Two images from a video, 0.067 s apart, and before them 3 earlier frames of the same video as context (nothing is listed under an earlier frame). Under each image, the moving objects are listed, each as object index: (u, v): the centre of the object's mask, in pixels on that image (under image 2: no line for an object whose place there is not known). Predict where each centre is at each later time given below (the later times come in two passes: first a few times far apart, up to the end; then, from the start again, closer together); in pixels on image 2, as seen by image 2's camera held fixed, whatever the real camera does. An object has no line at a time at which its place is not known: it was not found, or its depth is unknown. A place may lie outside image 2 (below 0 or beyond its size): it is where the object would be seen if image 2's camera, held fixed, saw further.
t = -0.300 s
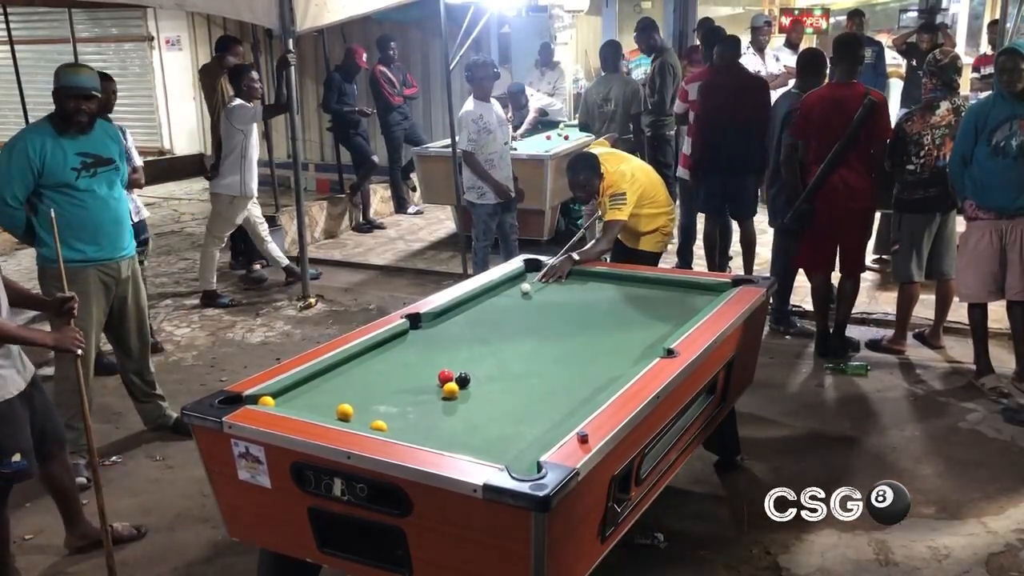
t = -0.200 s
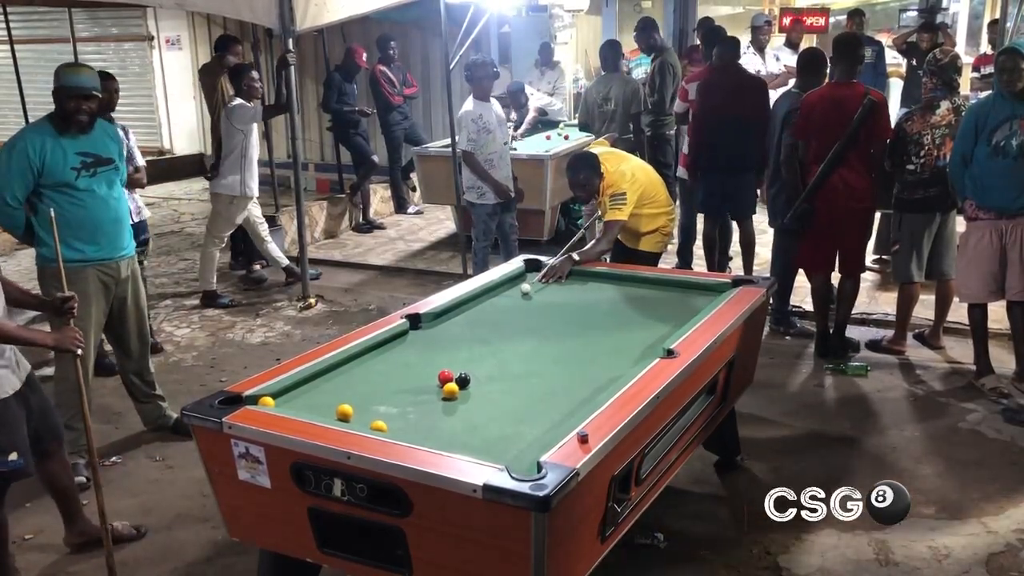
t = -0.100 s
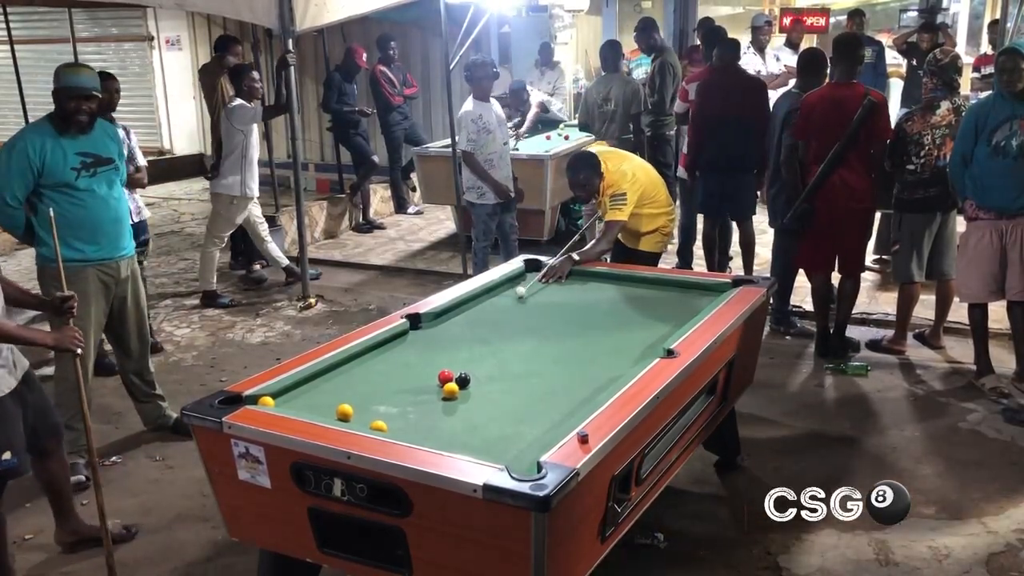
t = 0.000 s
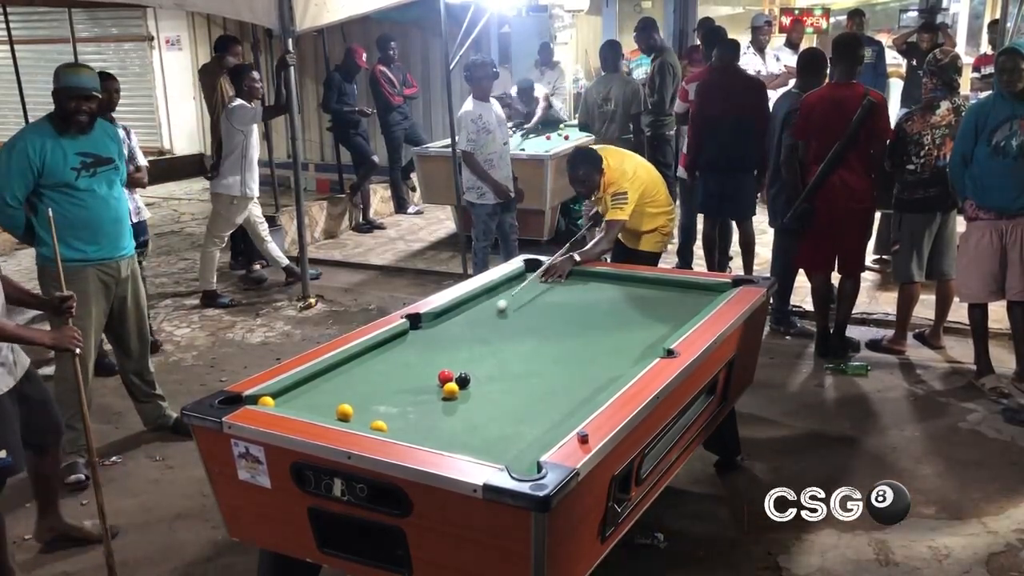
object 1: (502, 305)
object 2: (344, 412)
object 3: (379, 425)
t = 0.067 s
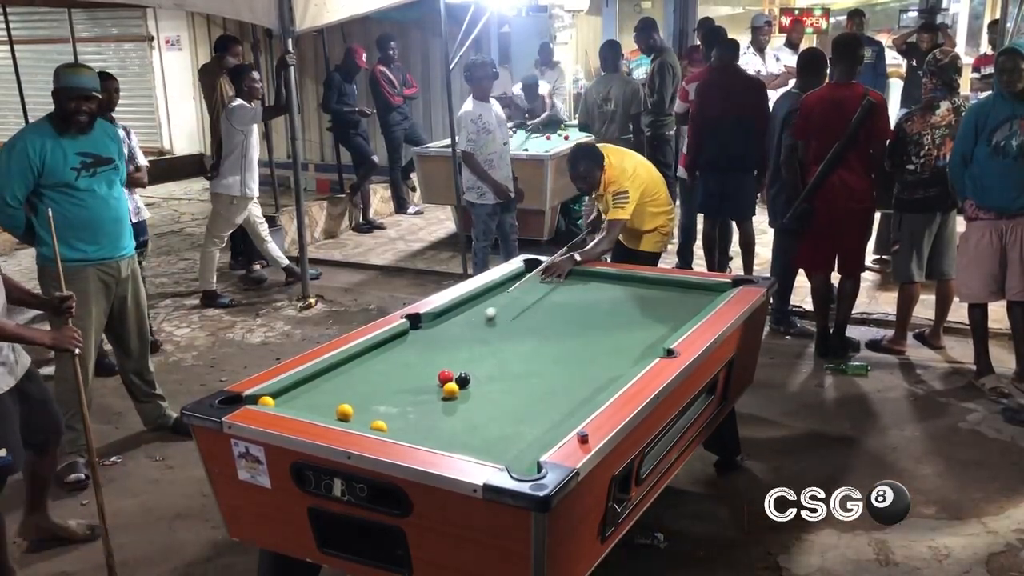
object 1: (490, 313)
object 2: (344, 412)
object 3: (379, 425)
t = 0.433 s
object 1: (425, 359)
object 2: (344, 412)
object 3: (378, 425)
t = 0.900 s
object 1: (366, 418)
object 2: (339, 410)
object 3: (379, 426)
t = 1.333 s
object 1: (376, 422)
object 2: (378, 380)
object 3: (403, 429)
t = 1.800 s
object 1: (392, 417)
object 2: (412, 355)
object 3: (431, 431)
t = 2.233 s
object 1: (403, 413)
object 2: (437, 336)
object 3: (451, 432)
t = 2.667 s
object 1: (411, 412)
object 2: (458, 321)
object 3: (467, 432)
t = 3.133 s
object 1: (414, 412)
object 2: (476, 307)
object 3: (478, 433)
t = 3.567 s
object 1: (415, 411)
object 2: (490, 296)
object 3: (484, 433)
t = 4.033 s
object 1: (415, 411)
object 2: (502, 287)
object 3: (485, 433)
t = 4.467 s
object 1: (415, 411)
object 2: (513, 280)
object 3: (485, 433)
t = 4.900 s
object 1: (415, 411)
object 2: (525, 276)
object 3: (485, 433)
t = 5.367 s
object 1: (415, 411)
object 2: (534, 272)
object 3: (485, 433)
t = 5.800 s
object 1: (415, 411)
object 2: (540, 269)
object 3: (485, 432)
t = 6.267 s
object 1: (415, 411)
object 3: (485, 432)
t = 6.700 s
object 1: (415, 411)
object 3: (485, 433)
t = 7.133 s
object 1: (415, 411)
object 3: (485, 433)
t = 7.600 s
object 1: (415, 411)
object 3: (485, 433)
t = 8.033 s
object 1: (415, 411)
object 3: (485, 433)
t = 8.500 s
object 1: (415, 411)
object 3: (485, 433)
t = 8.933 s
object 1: (415, 411)
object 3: (485, 433)
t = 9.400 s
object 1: (415, 411)
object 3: (485, 433)
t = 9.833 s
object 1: (415, 411)
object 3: (485, 433)
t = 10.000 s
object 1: (415, 411)
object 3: (485, 433)
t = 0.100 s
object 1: (485, 317)
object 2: (344, 412)
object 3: (379, 425)
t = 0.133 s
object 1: (479, 321)
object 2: (344, 412)
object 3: (379, 425)
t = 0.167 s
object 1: (474, 325)
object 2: (344, 412)
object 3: (379, 425)
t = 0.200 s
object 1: (468, 329)
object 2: (344, 412)
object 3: (379, 425)
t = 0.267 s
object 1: (457, 337)
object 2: (344, 412)
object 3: (379, 425)
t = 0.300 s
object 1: (451, 341)
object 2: (344, 412)
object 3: (378, 425)
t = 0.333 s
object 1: (445, 346)
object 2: (344, 412)
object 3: (379, 425)
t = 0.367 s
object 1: (439, 350)
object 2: (344, 412)
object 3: (379, 425)
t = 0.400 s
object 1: (432, 355)
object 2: (344, 412)
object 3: (379, 425)
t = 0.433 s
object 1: (425, 359)
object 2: (344, 412)
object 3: (378, 425)
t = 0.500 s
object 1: (412, 369)
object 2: (344, 412)
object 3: (379, 425)
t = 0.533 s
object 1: (405, 374)
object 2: (344, 412)
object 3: (379, 425)
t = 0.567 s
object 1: (397, 379)
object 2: (344, 412)
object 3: (379, 425)
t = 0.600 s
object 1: (389, 385)
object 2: (344, 412)
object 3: (379, 425)
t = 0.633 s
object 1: (382, 391)
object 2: (344, 412)
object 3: (379, 425)
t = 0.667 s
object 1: (373, 396)
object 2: (344, 412)
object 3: (379, 425)
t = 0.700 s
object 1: (366, 402)
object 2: (344, 412)
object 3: (379, 425)
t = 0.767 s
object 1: (361, 409)
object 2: (334, 413)
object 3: (379, 425)
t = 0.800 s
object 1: (363, 412)
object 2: (330, 414)
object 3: (379, 425)
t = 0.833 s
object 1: (365, 413)
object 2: (333, 413)
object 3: (379, 425)
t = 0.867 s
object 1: (366, 416)
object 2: (336, 412)
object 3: (379, 425)
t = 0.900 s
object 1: (366, 418)
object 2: (339, 410)
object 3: (379, 426)
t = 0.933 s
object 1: (367, 419)
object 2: (343, 407)
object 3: (379, 426)
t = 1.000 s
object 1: (367, 422)
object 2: (350, 402)
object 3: (380, 426)
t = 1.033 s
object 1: (366, 423)
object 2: (353, 400)
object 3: (383, 426)
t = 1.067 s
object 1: (365, 424)
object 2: (356, 398)
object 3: (386, 427)
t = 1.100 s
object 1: (366, 423)
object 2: (359, 395)
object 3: (388, 427)
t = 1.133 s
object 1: (368, 423)
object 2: (362, 393)
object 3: (390, 427)
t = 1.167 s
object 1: (369, 423)
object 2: (365, 391)
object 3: (392, 427)
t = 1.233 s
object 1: (372, 423)
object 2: (370, 386)
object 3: (396, 428)
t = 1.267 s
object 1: (373, 423)
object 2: (373, 384)
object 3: (399, 428)
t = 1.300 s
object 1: (374, 423)
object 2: (376, 382)
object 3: (401, 429)
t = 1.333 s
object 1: (376, 422)
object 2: (378, 380)
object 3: (403, 429)
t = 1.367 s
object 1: (377, 422)
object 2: (381, 378)
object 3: (405, 429)
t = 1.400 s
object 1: (379, 422)
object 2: (383, 376)
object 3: (407, 429)
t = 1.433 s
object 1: (380, 422)
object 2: (386, 374)
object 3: (409, 430)
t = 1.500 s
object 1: (382, 422)
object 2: (391, 371)
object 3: (413, 430)
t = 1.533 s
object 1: (383, 421)
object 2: (393, 369)
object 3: (415, 430)
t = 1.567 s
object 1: (384, 420)
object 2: (396, 367)
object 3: (417, 430)
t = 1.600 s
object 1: (386, 419)
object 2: (398, 365)
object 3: (420, 431)
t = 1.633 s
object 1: (387, 419)
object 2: (400, 364)
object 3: (421, 431)
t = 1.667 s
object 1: (388, 419)
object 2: (403, 362)
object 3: (423, 431)
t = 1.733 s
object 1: (390, 418)
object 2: (407, 358)
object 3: (427, 431)
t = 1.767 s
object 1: (391, 417)
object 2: (409, 357)
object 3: (429, 431)
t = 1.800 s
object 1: (392, 417)
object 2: (412, 355)
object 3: (431, 431)
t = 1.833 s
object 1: (393, 417)
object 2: (414, 354)
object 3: (432, 432)
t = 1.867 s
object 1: (394, 417)
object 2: (416, 352)
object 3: (434, 432)
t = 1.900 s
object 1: (395, 416)
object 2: (418, 351)
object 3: (435, 432)
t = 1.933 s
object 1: (396, 416)
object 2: (420, 349)
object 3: (437, 432)
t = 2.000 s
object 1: (398, 415)
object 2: (424, 346)
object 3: (440, 432)
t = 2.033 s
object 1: (399, 415)
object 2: (426, 344)
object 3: (442, 433)
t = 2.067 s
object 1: (400, 414)
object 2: (428, 343)
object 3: (443, 432)
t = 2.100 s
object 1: (400, 414)
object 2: (430, 342)
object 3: (445, 432)
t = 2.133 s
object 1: (401, 414)
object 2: (431, 340)
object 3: (446, 432)
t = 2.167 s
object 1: (402, 414)
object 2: (433, 339)
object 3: (448, 432)
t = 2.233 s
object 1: (403, 413)
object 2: (437, 336)
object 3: (451, 432)
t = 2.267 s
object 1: (404, 413)
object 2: (439, 335)
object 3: (452, 432)
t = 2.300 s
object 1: (404, 413)
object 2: (440, 333)
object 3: (453, 432)
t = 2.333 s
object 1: (405, 413)
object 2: (442, 333)
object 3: (455, 432)
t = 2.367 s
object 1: (406, 413)
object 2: (444, 331)
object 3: (456, 432)
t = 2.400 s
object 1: (406, 413)
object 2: (445, 330)
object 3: (458, 432)
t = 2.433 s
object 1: (407, 413)
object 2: (447, 329)
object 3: (459, 432)
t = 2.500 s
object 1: (408, 412)
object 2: (450, 327)
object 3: (461, 432)
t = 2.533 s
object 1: (409, 412)
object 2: (452, 325)
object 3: (462, 432)
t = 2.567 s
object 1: (409, 412)
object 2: (453, 324)
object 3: (463, 432)
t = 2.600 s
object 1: (410, 412)
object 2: (455, 323)
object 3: (464, 432)
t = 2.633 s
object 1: (410, 412)
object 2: (456, 322)
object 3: (466, 432)
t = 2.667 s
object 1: (411, 412)
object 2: (458, 321)
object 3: (467, 432)
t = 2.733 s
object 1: (412, 411)
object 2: (461, 318)
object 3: (469, 432)
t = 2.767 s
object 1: (412, 412)
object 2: (462, 317)
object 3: (470, 432)
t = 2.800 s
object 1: (412, 412)
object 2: (463, 316)
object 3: (471, 432)
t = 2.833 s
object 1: (413, 412)
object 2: (465, 315)
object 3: (471, 432)
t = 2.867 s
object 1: (413, 411)
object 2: (466, 314)
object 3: (472, 432)
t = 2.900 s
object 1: (413, 412)
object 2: (467, 313)
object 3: (473, 432)
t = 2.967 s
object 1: (414, 411)
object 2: (470, 312)
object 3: (475, 432)
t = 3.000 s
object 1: (414, 412)
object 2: (471, 311)
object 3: (475, 432)
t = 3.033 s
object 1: (414, 412)
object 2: (473, 310)
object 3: (476, 432)
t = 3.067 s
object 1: (414, 412)
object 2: (474, 309)
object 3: (477, 433)
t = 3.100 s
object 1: (414, 412)
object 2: (475, 308)
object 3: (477, 433)
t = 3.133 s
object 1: (414, 412)
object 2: (476, 307)
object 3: (478, 433)
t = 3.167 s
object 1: (414, 411)
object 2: (477, 306)
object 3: (479, 433)
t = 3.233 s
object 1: (414, 412)
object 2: (479, 304)
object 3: (480, 433)
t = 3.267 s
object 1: (414, 412)
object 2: (480, 304)
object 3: (480, 433)
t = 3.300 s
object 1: (414, 412)
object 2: (481, 303)
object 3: (481, 433)
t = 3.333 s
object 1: (414, 411)
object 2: (483, 302)
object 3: (481, 433)
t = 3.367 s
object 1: (414, 411)
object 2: (484, 301)
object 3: (482, 433)
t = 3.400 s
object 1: (414, 411)
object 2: (484, 300)
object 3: (482, 433)
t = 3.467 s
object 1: (414, 411)
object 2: (487, 298)
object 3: (483, 433)
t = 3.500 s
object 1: (415, 411)
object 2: (488, 298)
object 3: (483, 433)
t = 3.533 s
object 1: (415, 411)
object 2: (489, 297)
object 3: (484, 433)
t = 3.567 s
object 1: (415, 411)
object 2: (490, 296)
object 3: (484, 433)
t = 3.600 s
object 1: (415, 411)
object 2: (491, 296)
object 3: (484, 433)
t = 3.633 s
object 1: (415, 411)
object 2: (492, 295)
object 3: (484, 433)
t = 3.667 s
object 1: (415, 411)
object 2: (493, 294)
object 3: (485, 433)
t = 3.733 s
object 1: (415, 411)
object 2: (494, 293)
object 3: (485, 433)
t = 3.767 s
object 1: (415, 411)
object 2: (495, 292)
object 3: (485, 433)
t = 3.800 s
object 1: (415, 411)
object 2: (496, 292)
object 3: (485, 433)
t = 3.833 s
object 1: (415, 411)
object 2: (497, 291)
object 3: (485, 433)
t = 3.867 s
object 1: (415, 411)
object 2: (498, 290)
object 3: (485, 433)
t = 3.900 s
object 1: (415, 411)
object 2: (498, 289)
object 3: (485, 433)
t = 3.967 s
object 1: (415, 411)
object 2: (500, 288)
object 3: (485, 433)
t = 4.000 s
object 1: (415, 411)
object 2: (501, 287)
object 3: (485, 433)
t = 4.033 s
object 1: (415, 411)
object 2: (502, 287)
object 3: (485, 433)
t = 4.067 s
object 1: (415, 411)
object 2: (503, 287)
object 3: (485, 433)
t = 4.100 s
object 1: (415, 411)
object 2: (503, 286)
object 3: (485, 433)
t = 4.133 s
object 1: (415, 411)
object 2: (504, 285)
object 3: (485, 433)
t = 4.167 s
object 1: (415, 411)
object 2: (505, 285)
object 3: (485, 433)
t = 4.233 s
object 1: (415, 411)
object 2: (506, 284)
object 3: (485, 433)
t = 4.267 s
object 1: (415, 411)
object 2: (507, 283)
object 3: (485, 433)
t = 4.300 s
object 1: (415, 411)
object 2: (508, 282)
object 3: (485, 433)
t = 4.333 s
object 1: (415, 411)
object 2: (509, 282)
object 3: (485, 433)
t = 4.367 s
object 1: (415, 411)
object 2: (510, 282)
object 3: (485, 433)
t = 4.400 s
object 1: (415, 411)
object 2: (511, 281)
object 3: (485, 433)
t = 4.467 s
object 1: (415, 411)
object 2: (513, 280)
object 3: (485, 433)
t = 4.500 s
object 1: (415, 411)
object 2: (514, 280)
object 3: (485, 433)
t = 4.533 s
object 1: (415, 411)
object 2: (515, 279)
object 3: (485, 433)
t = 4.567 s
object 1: (415, 411)
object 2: (516, 279)
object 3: (485, 433)
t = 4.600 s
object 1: (415, 411)
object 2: (517, 279)
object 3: (485, 433)
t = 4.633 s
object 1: (415, 411)
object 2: (518, 278)
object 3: (485, 433)
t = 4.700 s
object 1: (415, 411)
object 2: (519, 278)
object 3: (485, 433)
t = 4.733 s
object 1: (415, 411)
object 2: (521, 277)
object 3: (485, 433)
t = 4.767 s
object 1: (415, 411)
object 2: (521, 277)
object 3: (485, 433)
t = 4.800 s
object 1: (415, 411)
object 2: (522, 277)
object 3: (485, 433)
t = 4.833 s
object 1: (415, 411)
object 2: (523, 277)
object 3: (485, 433)
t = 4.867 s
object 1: (415, 411)
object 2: (524, 276)
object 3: (485, 433)
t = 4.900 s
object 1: (415, 411)
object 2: (525, 276)
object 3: (485, 433)
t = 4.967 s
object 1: (415, 411)
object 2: (526, 275)
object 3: (485, 433)
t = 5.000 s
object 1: (415, 411)
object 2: (527, 275)
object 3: (485, 433)
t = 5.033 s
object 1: (415, 411)
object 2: (527, 275)
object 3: (485, 433)
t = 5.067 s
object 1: (415, 411)
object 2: (528, 274)
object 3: (485, 433)
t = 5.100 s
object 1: (415, 411)
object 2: (529, 274)
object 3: (485, 433)
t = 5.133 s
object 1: (415, 411)
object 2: (529, 274)
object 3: (485, 433)
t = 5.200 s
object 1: (414, 411)
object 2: (531, 273)
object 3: (485, 433)
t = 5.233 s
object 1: (415, 411)
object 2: (531, 273)
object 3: (485, 433)
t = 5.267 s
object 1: (414, 411)
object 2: (532, 273)
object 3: (485, 433)
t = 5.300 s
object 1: (415, 411)
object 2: (532, 272)
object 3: (485, 433)
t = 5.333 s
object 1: (415, 411)
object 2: (533, 272)
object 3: (485, 433)
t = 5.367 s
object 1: (415, 411)
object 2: (534, 272)
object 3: (485, 433)
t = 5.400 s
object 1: (415, 411)
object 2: (534, 271)
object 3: (485, 433)
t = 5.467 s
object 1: (414, 411)
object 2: (535, 271)
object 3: (485, 433)
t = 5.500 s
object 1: (415, 411)
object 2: (536, 271)
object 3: (485, 433)
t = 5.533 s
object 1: (415, 411)
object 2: (536, 270)
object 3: (485, 433)
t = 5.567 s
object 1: (415, 411)
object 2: (537, 270)
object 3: (485, 433)
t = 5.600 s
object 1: (415, 411)
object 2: (537, 270)
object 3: (485, 433)
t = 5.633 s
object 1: (415, 411)
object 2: (538, 270)
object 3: (485, 433)
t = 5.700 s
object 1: (415, 411)
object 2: (539, 269)
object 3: (485, 433)
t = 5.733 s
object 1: (415, 411)
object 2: (539, 269)
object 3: (485, 433)
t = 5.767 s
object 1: (415, 411)
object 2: (539, 269)
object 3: (485, 433)
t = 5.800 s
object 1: (415, 411)
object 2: (540, 269)
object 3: (485, 432)
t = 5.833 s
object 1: (415, 411)
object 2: (540, 269)
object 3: (485, 433)
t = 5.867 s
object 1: (415, 411)
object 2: (541, 268)
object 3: (485, 433)
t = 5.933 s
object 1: (415, 411)
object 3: (485, 433)
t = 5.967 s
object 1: (415, 411)
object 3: (485, 433)
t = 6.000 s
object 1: (415, 411)
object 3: (485, 433)
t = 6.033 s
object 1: (415, 411)
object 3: (485, 433)
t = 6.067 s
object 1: (415, 411)
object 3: (485, 433)
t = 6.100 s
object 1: (415, 411)
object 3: (485, 433)
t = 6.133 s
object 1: (415, 411)
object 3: (485, 433)
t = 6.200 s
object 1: (415, 411)
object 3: (485, 432)
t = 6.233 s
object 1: (415, 411)
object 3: (485, 432)
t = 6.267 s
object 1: (415, 411)
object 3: (485, 432)
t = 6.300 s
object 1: (415, 411)
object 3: (485, 433)
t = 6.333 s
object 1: (415, 411)
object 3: (485, 433)
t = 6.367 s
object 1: (415, 411)
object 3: (485, 433)
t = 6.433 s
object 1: (415, 411)
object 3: (485, 432)
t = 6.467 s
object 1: (415, 411)
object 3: (485, 433)
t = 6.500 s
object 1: (415, 411)
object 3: (485, 433)
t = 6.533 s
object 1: (415, 411)
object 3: (485, 432)
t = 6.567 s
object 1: (415, 411)
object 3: (485, 433)
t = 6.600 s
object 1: (415, 411)
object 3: (485, 432)
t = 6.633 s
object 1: (415, 411)
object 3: (485, 433)
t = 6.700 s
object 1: (415, 411)
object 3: (485, 433)
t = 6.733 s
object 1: (415, 411)
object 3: (485, 433)
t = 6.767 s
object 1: (415, 411)
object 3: (485, 433)
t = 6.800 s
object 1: (415, 411)
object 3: (485, 433)
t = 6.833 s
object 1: (415, 411)
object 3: (485, 433)
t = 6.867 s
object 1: (415, 411)
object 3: (485, 433)
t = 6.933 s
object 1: (415, 411)
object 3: (485, 433)
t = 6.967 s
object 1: (415, 411)
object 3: (485, 433)
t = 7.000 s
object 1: (415, 411)
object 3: (485, 433)
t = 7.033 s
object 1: (415, 411)
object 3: (485, 433)
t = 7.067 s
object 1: (415, 411)
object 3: (485, 433)
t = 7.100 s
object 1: (415, 411)
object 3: (485, 433)
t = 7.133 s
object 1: (415, 411)
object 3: (485, 433)
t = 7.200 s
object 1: (415, 411)
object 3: (485, 433)
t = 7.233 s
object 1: (415, 411)
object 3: (485, 433)
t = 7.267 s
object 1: (415, 411)
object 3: (485, 433)
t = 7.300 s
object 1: (415, 411)
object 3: (485, 433)
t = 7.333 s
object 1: (415, 411)
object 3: (485, 433)
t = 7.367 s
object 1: (415, 411)
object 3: (485, 433)
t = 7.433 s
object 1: (415, 411)
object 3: (485, 433)
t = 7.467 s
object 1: (415, 411)
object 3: (485, 433)
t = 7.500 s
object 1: (415, 411)
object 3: (485, 433)
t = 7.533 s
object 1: (415, 411)
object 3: (485, 433)
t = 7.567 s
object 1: (415, 411)
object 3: (485, 433)
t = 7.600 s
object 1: (415, 411)
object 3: (485, 433)
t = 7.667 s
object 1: (415, 411)
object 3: (485, 433)
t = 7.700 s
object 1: (415, 411)
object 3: (485, 433)
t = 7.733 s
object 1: (415, 411)
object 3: (485, 433)
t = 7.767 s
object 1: (415, 411)
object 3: (485, 433)
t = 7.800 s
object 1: (415, 411)
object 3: (485, 433)
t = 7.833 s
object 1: (415, 411)
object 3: (485, 433)
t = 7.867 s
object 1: (415, 411)
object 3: (485, 433)
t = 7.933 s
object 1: (415, 411)
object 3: (485, 433)
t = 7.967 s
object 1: (415, 411)
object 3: (485, 433)
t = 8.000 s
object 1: (414, 411)
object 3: (485, 433)
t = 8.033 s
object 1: (415, 411)
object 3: (485, 433)
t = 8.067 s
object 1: (415, 411)
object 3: (485, 433)
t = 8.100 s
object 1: (415, 411)
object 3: (485, 433)
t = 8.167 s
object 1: (415, 411)
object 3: (485, 433)
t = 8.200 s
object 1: (415, 411)
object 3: (485, 433)
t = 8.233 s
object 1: (415, 411)
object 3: (485, 433)
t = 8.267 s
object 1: (415, 411)
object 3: (485, 433)
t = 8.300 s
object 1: (415, 411)
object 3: (485, 433)
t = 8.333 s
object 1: (415, 411)
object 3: (485, 433)
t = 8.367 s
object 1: (415, 411)
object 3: (485, 433)
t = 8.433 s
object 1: (415, 411)
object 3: (485, 433)
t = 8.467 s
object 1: (415, 411)
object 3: (485, 433)
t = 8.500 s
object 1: (415, 411)
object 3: (485, 433)
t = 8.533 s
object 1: (415, 411)
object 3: (485, 433)
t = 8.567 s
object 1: (415, 411)
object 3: (485, 433)
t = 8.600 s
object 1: (415, 411)
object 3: (485, 433)
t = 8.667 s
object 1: (415, 411)
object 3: (485, 433)
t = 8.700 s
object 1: (415, 411)
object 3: (485, 433)
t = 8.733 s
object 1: (415, 411)
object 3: (485, 433)
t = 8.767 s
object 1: (415, 411)
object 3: (485, 433)
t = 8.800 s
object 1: (415, 411)
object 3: (485, 433)
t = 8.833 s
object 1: (415, 411)
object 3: (485, 433)
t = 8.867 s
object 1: (415, 411)
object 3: (485, 433)
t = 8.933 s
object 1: (415, 411)
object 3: (485, 433)
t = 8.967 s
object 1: (414, 411)
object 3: (485, 433)
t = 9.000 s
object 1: (415, 411)
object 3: (485, 433)
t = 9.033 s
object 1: (415, 411)
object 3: (485, 433)
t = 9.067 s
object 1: (415, 411)
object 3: (485, 433)
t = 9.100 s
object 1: (415, 411)
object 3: (485, 433)
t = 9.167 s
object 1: (414, 411)
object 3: (485, 433)
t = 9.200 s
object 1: (414, 411)
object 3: (485, 433)
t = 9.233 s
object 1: (415, 411)
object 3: (485, 433)
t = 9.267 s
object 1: (415, 411)
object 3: (485, 433)
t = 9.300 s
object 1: (415, 411)
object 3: (485, 433)
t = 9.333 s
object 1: (415, 411)
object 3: (485, 433)
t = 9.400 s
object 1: (415, 411)
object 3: (485, 433)
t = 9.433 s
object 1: (415, 411)
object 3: (485, 433)
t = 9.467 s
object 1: (415, 411)
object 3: (485, 433)
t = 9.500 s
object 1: (415, 411)
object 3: (485, 433)
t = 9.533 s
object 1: (415, 411)
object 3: (485, 433)
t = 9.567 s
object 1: (415, 411)
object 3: (485, 433)
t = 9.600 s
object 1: (415, 411)
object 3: (485, 433)
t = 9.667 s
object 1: (415, 411)
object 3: (485, 433)
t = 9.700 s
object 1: (415, 411)
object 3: (485, 433)
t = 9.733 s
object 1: (415, 411)
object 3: (485, 433)
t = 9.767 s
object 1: (415, 411)
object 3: (485, 433)
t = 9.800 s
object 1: (415, 411)
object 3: (485, 433)
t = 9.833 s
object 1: (415, 411)
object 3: (485, 433)
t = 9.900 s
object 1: (415, 411)
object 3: (485, 433)
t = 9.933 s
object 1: (415, 411)
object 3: (485, 433)
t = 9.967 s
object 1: (415, 411)
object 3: (485, 433)
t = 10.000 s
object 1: (415, 411)
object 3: (485, 433)
